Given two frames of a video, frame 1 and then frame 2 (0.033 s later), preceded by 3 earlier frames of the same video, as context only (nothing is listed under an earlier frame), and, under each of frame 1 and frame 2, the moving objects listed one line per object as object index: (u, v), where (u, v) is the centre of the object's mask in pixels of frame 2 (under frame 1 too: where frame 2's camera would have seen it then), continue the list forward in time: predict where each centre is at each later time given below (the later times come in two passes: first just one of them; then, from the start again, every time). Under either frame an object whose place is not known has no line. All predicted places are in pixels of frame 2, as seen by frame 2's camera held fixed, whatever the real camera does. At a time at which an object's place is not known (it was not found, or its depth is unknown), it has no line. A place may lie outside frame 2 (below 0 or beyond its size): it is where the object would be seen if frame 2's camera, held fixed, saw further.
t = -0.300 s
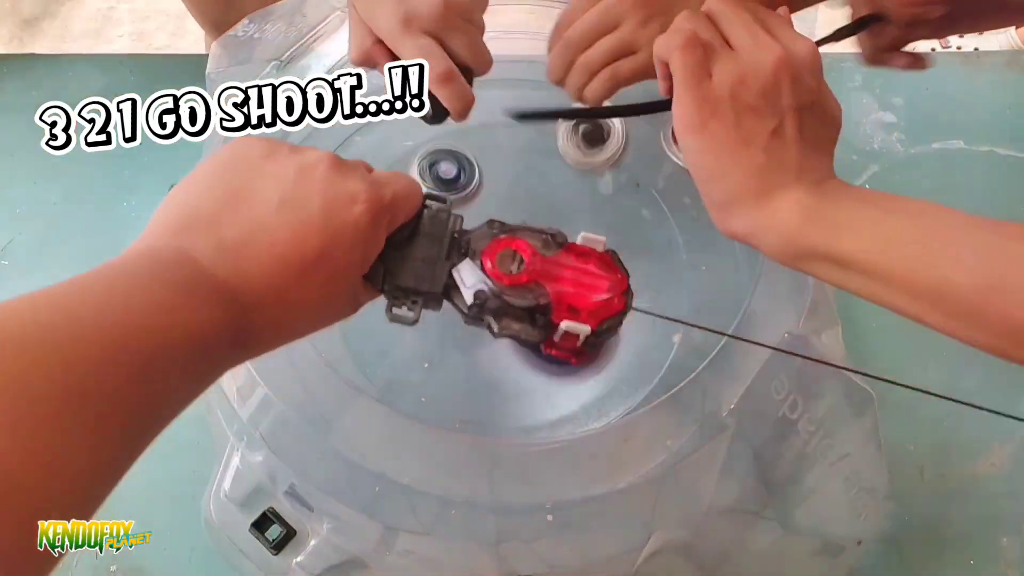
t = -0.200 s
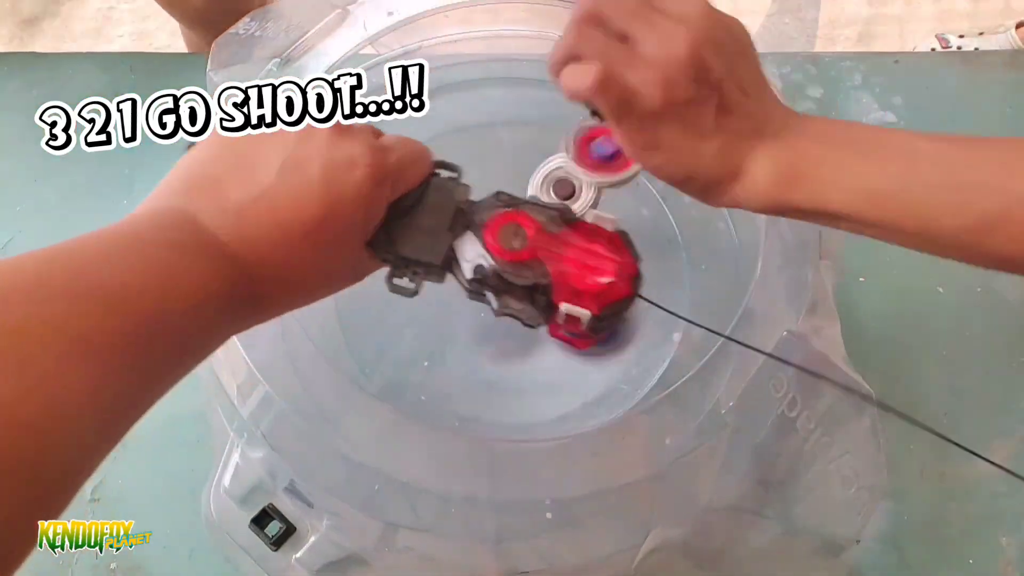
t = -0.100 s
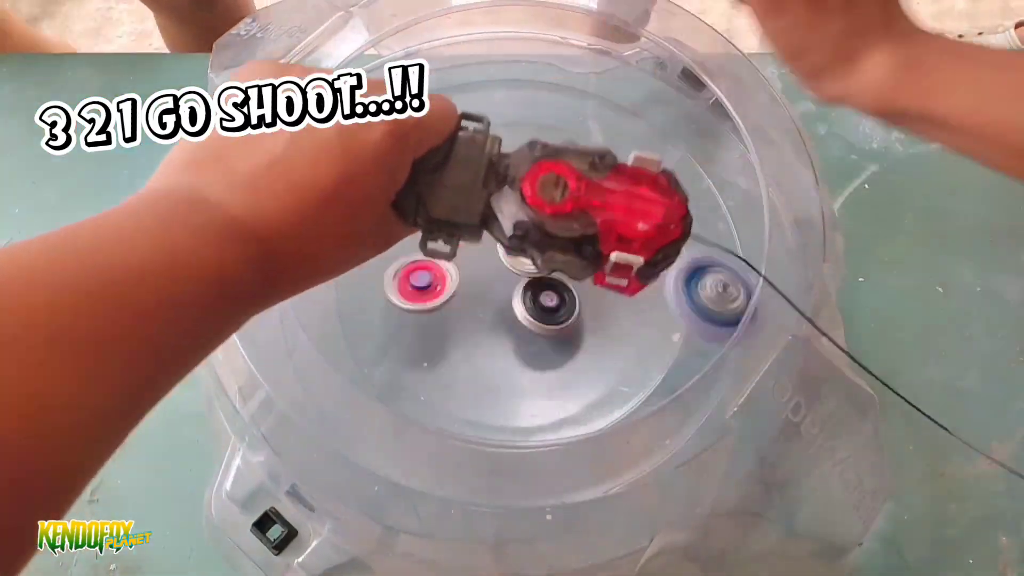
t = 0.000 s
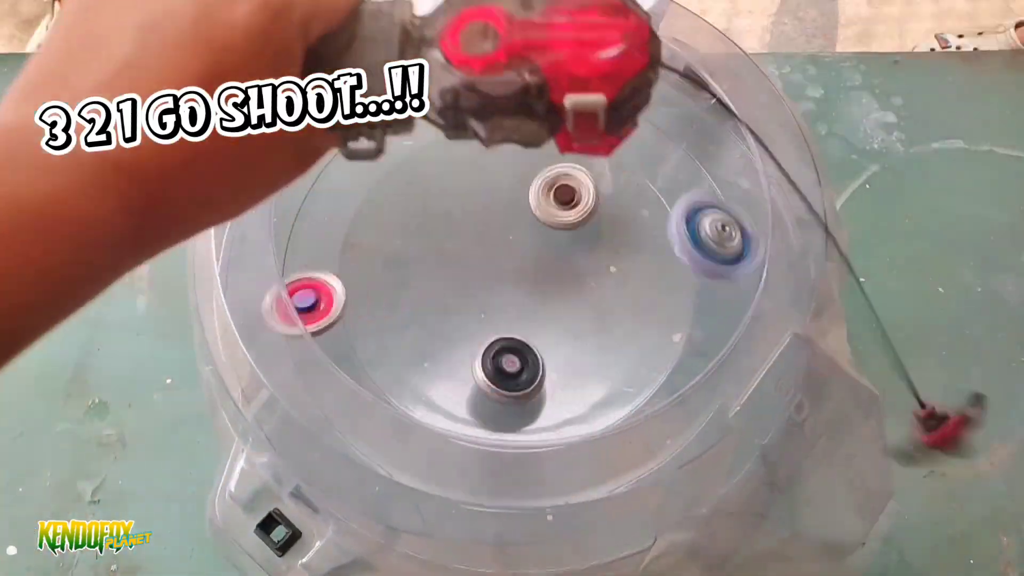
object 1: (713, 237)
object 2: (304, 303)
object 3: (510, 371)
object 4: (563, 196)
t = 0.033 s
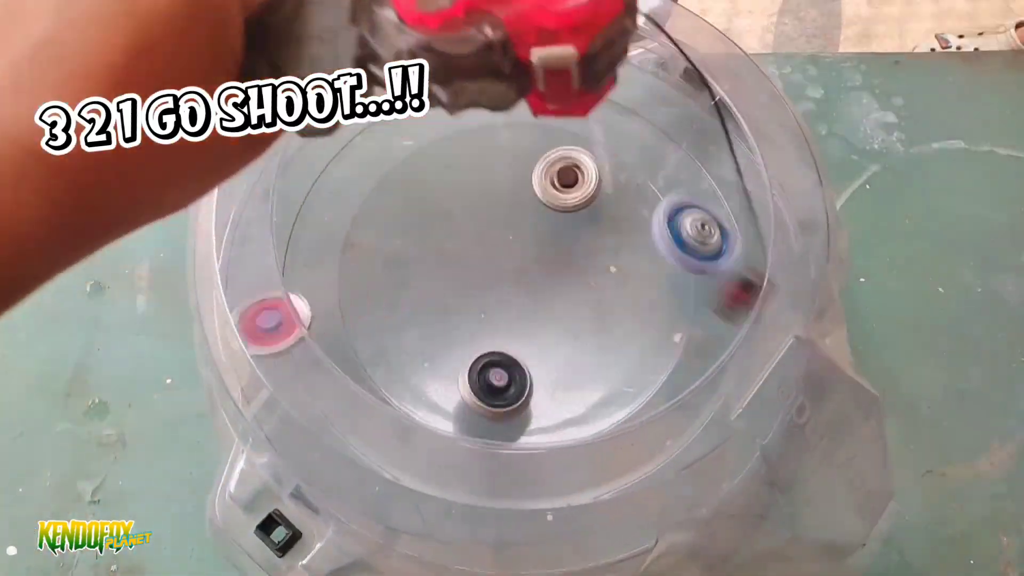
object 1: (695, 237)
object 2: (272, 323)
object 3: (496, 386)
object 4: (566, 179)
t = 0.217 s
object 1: (562, 183)
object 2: (317, 343)
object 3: (492, 346)
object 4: (496, 163)
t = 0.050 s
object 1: (683, 237)
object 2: (254, 336)
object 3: (489, 392)
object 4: (567, 173)
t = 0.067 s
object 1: (675, 228)
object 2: (244, 339)
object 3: (485, 394)
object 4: (564, 167)
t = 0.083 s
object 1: (661, 214)
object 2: (251, 340)
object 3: (481, 395)
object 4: (561, 163)
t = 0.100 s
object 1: (650, 204)
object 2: (261, 342)
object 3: (479, 395)
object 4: (558, 160)
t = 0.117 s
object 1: (638, 194)
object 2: (272, 342)
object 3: (477, 393)
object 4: (555, 160)
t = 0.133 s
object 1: (623, 187)
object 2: (282, 342)
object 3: (477, 389)
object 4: (549, 159)
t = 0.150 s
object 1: (612, 181)
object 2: (288, 342)
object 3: (477, 384)
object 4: (542, 160)
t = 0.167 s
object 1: (596, 178)
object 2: (297, 342)
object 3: (479, 377)
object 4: (533, 162)
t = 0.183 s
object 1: (581, 177)
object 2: (306, 344)
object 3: (483, 370)
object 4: (522, 166)
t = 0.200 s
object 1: (567, 174)
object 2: (312, 344)
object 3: (487, 359)
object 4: (511, 170)
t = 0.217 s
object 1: (562, 183)
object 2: (317, 343)
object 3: (492, 346)
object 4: (496, 163)
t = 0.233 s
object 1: (562, 194)
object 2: (322, 343)
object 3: (500, 332)
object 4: (474, 155)
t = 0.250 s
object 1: (562, 207)
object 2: (324, 342)
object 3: (506, 317)
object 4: (449, 147)
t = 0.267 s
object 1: (562, 216)
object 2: (327, 342)
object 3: (512, 302)
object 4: (423, 141)
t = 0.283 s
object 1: (561, 228)
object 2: (329, 341)
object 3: (516, 284)
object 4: (403, 137)
